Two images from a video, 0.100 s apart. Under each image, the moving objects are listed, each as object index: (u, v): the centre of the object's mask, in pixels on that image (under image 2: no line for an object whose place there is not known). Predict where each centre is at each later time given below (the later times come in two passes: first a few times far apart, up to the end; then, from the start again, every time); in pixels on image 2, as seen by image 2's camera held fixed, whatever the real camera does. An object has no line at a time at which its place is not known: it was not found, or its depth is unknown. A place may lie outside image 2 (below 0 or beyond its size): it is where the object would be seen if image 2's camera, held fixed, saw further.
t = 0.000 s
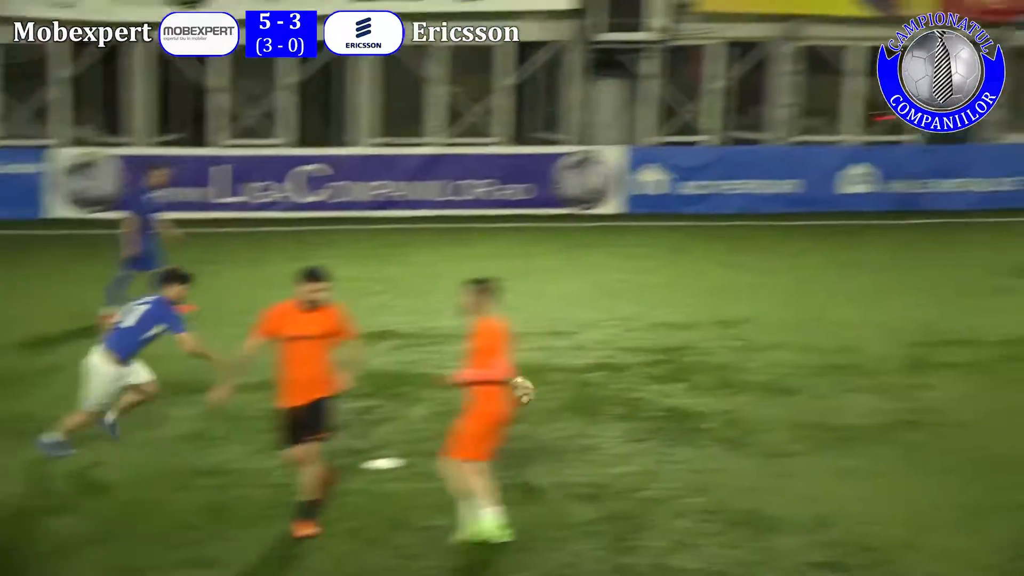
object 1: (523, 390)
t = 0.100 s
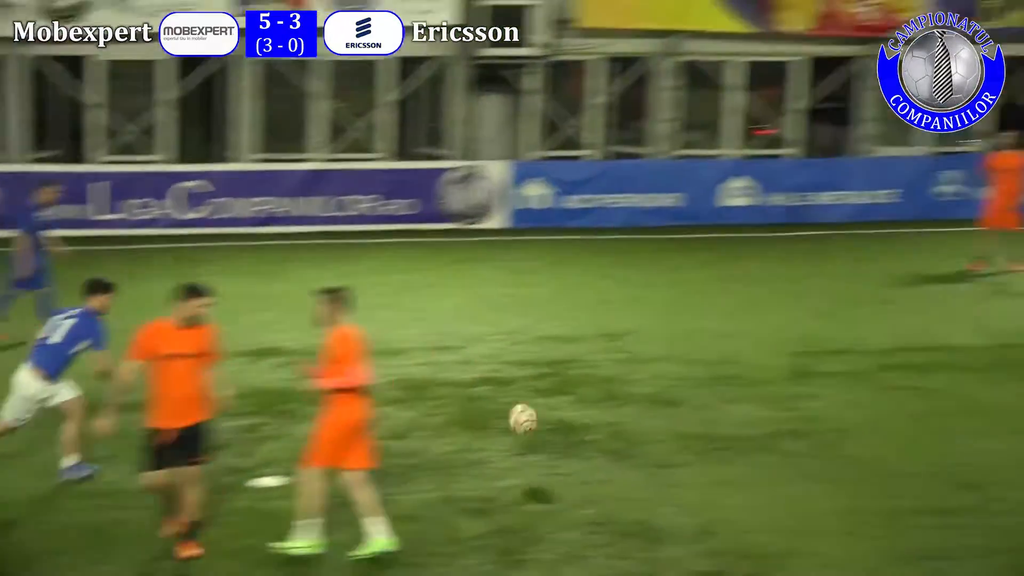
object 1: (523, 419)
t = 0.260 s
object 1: (697, 453)
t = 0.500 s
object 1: (859, 425)
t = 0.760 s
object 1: (1022, 453)
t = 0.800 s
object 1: (1040, 448)
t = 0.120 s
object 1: (545, 423)
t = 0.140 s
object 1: (568, 426)
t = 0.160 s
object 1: (591, 432)
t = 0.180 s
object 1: (614, 437)
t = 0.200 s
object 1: (637, 443)
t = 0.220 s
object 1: (658, 448)
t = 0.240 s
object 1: (680, 455)
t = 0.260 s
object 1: (697, 453)
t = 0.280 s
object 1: (711, 449)
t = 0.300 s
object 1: (725, 444)
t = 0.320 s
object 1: (739, 441)
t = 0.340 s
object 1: (752, 436)
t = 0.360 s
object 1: (766, 433)
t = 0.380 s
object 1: (780, 430)
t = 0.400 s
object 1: (793, 427)
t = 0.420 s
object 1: (807, 426)
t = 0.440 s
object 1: (820, 425)
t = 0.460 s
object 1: (833, 425)
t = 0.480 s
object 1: (846, 425)
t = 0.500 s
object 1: (859, 425)
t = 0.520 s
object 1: (873, 426)
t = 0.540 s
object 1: (887, 428)
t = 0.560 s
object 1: (900, 429)
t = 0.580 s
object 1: (913, 432)
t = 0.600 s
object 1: (926, 435)
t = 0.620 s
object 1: (940, 438)
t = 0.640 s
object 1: (953, 442)
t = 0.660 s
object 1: (966, 447)
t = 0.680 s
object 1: (978, 452)
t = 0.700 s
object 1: (992, 458)
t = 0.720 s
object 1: (1004, 461)
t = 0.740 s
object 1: (1013, 457)
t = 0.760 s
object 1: (1022, 453)
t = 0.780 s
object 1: (1031, 451)
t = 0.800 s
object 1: (1040, 448)
